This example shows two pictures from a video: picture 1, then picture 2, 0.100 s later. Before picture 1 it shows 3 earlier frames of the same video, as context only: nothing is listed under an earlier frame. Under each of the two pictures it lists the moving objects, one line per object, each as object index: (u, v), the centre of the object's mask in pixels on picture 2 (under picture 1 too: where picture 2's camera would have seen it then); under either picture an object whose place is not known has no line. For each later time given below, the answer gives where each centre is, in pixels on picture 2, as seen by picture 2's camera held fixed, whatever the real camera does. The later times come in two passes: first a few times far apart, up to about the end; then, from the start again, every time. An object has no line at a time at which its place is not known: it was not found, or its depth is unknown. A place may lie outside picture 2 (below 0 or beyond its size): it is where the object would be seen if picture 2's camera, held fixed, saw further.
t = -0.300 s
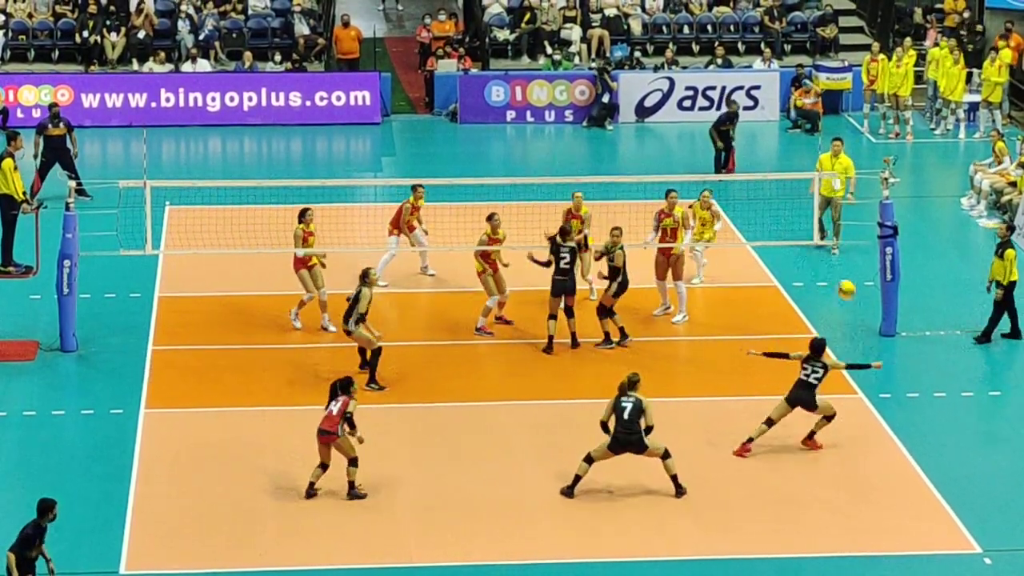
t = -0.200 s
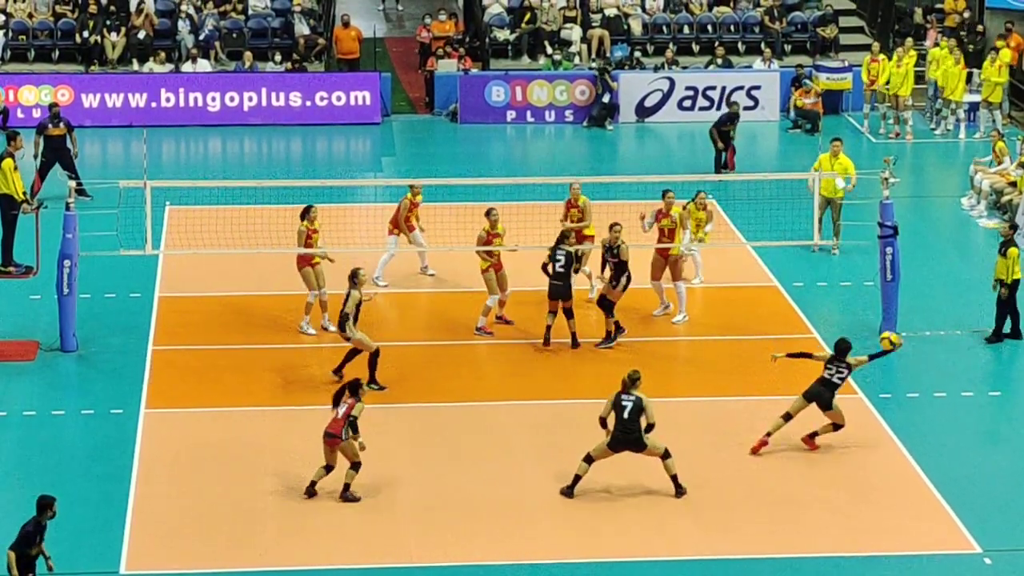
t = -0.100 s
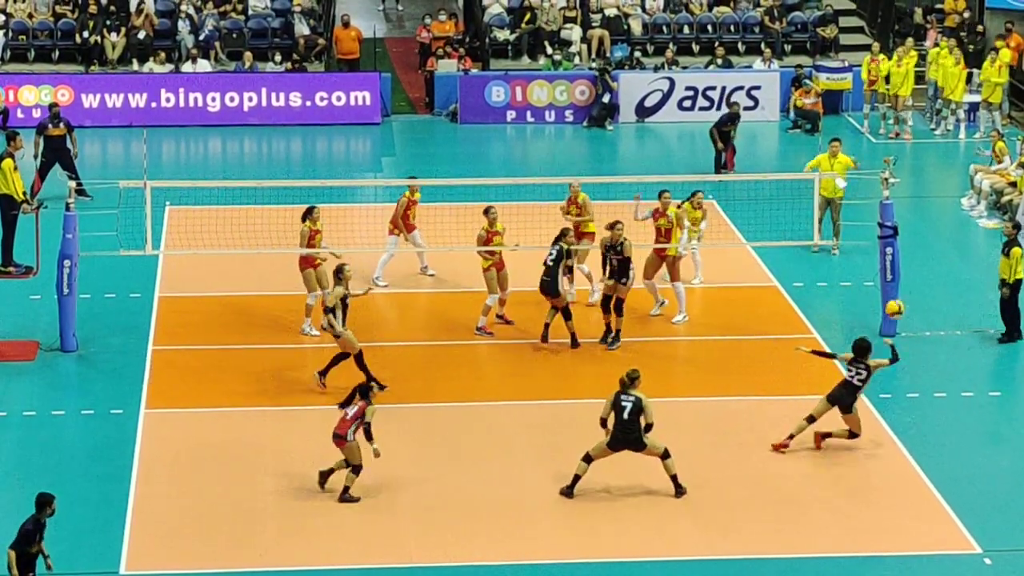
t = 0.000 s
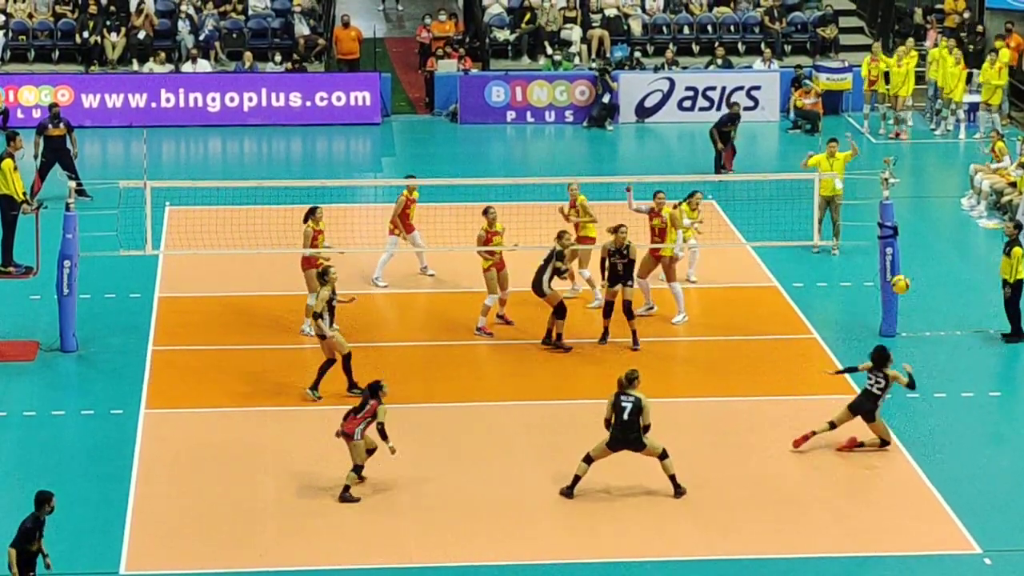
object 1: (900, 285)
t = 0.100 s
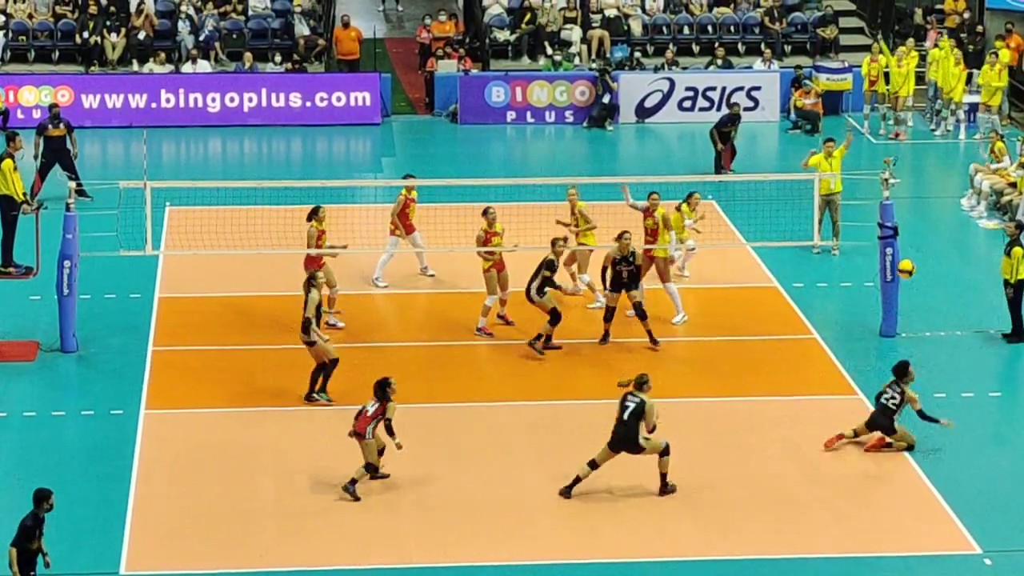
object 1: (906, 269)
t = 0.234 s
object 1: (914, 261)
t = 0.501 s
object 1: (928, 292)
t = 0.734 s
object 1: (939, 370)
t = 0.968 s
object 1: (948, 497)
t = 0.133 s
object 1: (908, 266)
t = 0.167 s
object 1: (910, 263)
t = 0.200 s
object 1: (911, 262)
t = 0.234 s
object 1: (914, 261)
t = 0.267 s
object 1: (915, 261)
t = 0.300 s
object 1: (917, 263)
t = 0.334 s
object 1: (919, 265)
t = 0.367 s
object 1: (920, 268)
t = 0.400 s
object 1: (923, 273)
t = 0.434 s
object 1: (924, 278)
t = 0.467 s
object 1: (926, 284)
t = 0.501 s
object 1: (928, 292)
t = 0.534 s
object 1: (929, 300)
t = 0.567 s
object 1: (931, 309)
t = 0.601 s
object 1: (933, 319)
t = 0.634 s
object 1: (935, 330)
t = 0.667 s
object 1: (936, 342)
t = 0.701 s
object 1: (937, 356)
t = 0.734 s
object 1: (939, 370)
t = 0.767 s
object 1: (940, 385)
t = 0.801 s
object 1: (942, 402)
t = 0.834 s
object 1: (942, 418)
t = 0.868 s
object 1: (944, 437)
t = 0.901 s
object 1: (946, 456)
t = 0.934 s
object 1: (947, 476)
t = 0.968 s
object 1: (948, 497)
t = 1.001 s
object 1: (950, 519)
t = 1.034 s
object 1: (950, 542)
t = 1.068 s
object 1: (952, 557)
